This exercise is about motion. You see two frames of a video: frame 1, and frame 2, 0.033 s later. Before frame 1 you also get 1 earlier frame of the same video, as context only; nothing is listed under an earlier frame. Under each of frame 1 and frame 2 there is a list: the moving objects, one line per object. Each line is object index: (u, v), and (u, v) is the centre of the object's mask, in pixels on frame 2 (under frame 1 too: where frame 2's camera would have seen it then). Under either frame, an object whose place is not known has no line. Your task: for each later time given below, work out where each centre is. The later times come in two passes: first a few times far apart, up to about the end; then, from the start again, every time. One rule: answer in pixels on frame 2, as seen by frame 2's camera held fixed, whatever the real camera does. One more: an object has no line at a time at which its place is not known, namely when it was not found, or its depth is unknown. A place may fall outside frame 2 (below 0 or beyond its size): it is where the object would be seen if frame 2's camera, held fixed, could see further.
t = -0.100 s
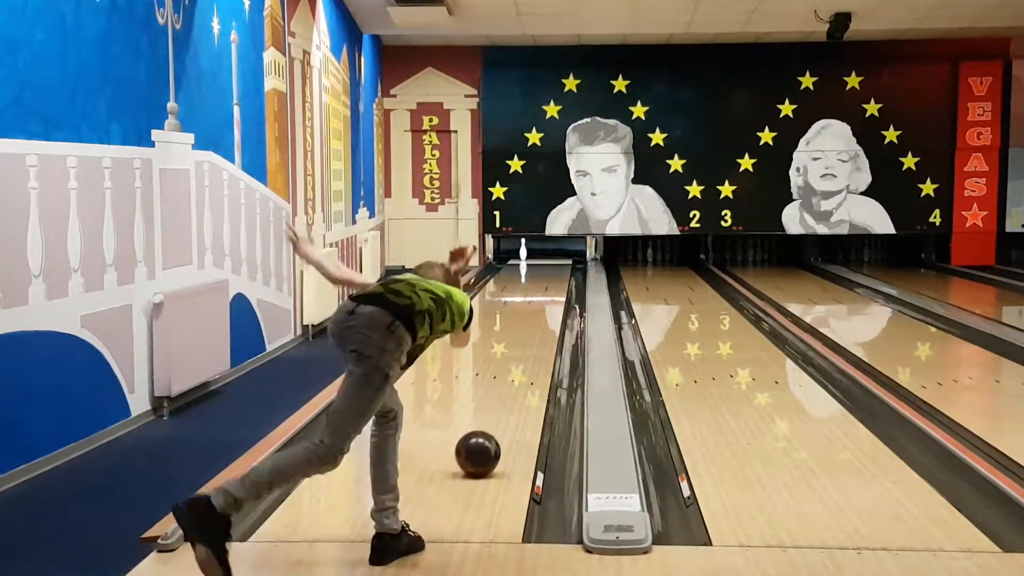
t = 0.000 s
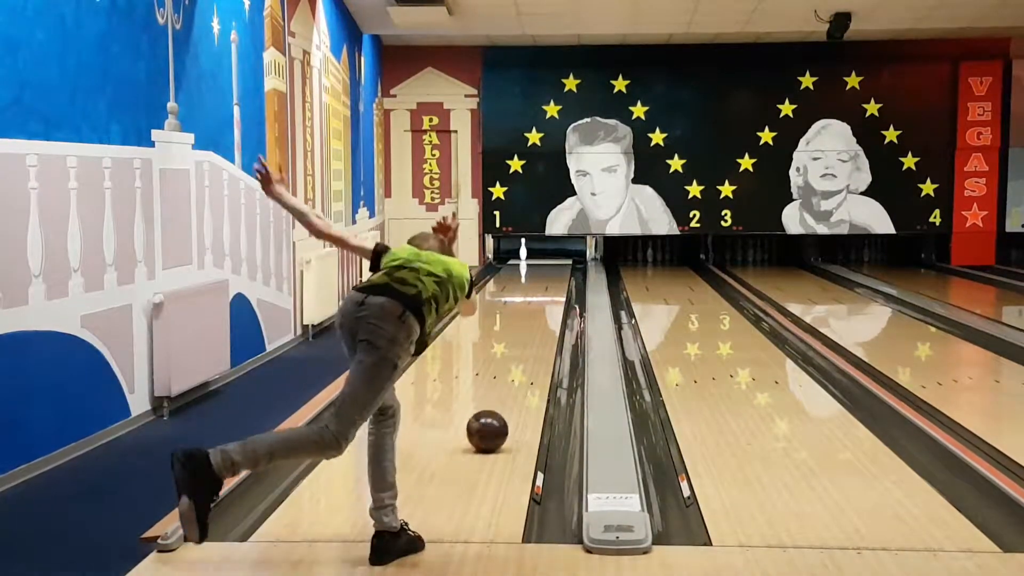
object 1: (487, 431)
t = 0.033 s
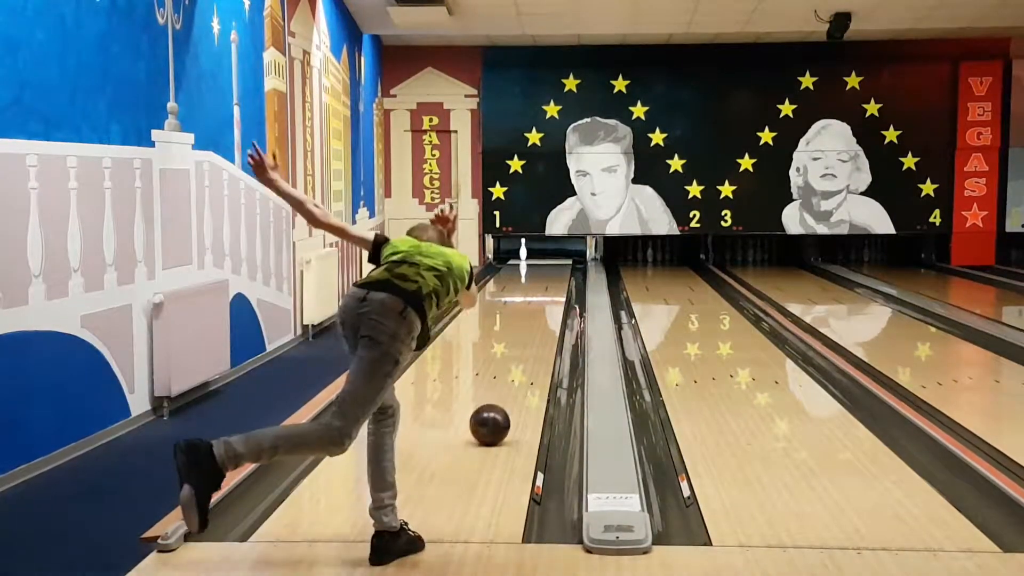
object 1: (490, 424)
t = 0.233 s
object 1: (503, 391)
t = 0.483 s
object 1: (514, 360)
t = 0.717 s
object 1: (520, 338)
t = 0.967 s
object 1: (525, 321)
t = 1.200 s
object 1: (529, 307)
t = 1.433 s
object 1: (531, 295)
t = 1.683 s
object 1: (532, 286)
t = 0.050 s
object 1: (491, 421)
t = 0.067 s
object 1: (492, 418)
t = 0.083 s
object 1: (493, 415)
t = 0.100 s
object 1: (494, 412)
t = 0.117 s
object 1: (496, 409)
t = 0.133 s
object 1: (497, 406)
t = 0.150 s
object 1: (498, 403)
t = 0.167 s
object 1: (499, 400)
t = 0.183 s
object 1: (500, 398)
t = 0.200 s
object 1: (501, 395)
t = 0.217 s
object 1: (502, 393)
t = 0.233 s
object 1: (503, 391)
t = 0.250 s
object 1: (504, 388)
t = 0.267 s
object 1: (505, 386)
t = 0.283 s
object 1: (505, 384)
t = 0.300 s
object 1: (506, 381)
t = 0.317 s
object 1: (507, 379)
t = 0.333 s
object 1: (508, 377)
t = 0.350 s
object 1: (508, 375)
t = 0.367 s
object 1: (509, 373)
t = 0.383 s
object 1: (510, 371)
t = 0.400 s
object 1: (511, 369)
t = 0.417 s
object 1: (511, 367)
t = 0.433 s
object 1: (512, 365)
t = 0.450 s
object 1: (512, 364)
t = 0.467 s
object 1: (513, 362)
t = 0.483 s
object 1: (514, 360)
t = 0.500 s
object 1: (514, 358)
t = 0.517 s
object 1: (515, 357)
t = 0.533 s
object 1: (515, 355)
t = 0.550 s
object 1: (516, 353)
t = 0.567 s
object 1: (516, 351)
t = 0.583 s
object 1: (517, 350)
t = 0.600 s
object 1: (517, 349)
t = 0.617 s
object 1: (518, 347)
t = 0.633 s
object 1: (518, 345)
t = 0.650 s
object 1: (519, 344)
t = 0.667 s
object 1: (519, 342)
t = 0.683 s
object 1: (520, 341)
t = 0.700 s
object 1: (520, 340)
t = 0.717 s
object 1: (520, 338)
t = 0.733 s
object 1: (521, 337)
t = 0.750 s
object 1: (521, 335)
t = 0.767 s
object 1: (522, 334)
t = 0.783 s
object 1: (522, 333)
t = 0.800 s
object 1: (522, 332)
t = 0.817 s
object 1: (523, 331)
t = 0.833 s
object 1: (523, 329)
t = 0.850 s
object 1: (523, 328)
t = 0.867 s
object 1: (524, 327)
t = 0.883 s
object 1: (524, 326)
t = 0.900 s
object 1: (524, 325)
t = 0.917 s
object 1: (524, 324)
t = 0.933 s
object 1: (525, 323)
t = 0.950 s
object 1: (525, 321)
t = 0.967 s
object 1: (525, 321)
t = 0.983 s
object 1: (526, 319)
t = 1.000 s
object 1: (526, 318)
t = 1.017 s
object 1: (526, 317)
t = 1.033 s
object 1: (526, 316)
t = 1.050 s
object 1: (527, 315)
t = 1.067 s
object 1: (527, 314)
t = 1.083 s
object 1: (527, 313)
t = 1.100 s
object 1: (527, 312)
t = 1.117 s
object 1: (528, 312)
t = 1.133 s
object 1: (528, 310)
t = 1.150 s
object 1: (528, 310)
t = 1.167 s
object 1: (528, 309)
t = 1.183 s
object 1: (529, 308)
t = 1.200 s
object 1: (529, 307)
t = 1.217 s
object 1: (529, 306)
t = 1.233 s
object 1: (529, 305)
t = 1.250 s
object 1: (529, 304)
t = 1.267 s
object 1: (529, 304)
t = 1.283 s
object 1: (529, 303)
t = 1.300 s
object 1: (530, 302)
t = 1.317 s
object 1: (530, 301)
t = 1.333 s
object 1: (530, 300)
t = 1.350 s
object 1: (530, 300)
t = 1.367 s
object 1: (530, 299)
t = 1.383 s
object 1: (530, 298)
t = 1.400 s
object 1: (531, 297)
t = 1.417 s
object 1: (531, 296)
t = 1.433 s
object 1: (531, 295)
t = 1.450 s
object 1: (531, 295)
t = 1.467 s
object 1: (531, 294)
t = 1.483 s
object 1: (531, 294)
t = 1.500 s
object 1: (531, 293)
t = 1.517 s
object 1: (531, 292)
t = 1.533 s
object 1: (531, 292)
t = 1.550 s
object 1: (532, 291)
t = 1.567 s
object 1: (532, 290)
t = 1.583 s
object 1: (532, 289)
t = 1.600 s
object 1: (532, 289)
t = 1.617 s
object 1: (532, 288)
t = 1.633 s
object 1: (532, 288)
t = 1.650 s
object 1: (532, 287)
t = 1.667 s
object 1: (532, 286)
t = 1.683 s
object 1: (532, 286)
